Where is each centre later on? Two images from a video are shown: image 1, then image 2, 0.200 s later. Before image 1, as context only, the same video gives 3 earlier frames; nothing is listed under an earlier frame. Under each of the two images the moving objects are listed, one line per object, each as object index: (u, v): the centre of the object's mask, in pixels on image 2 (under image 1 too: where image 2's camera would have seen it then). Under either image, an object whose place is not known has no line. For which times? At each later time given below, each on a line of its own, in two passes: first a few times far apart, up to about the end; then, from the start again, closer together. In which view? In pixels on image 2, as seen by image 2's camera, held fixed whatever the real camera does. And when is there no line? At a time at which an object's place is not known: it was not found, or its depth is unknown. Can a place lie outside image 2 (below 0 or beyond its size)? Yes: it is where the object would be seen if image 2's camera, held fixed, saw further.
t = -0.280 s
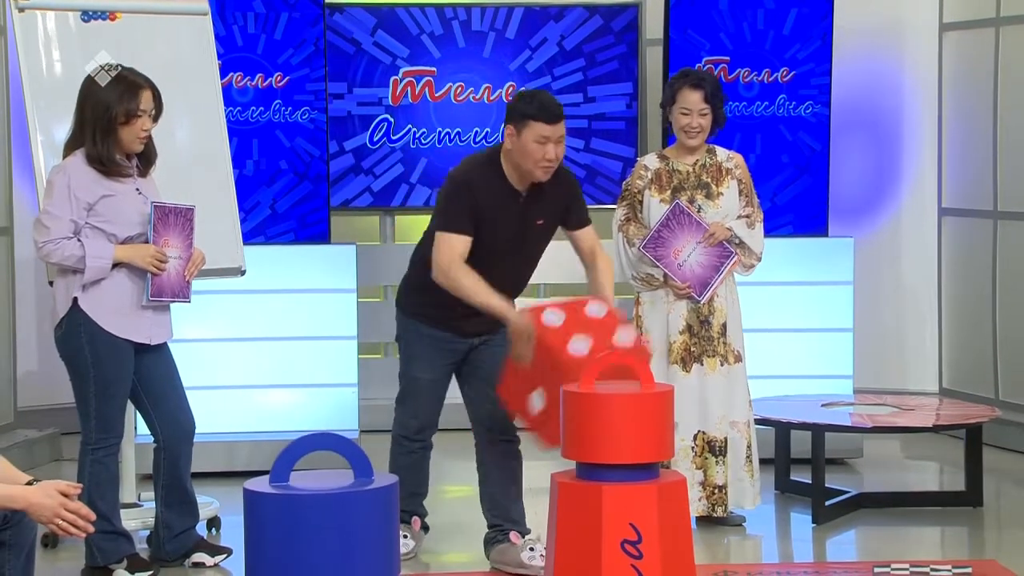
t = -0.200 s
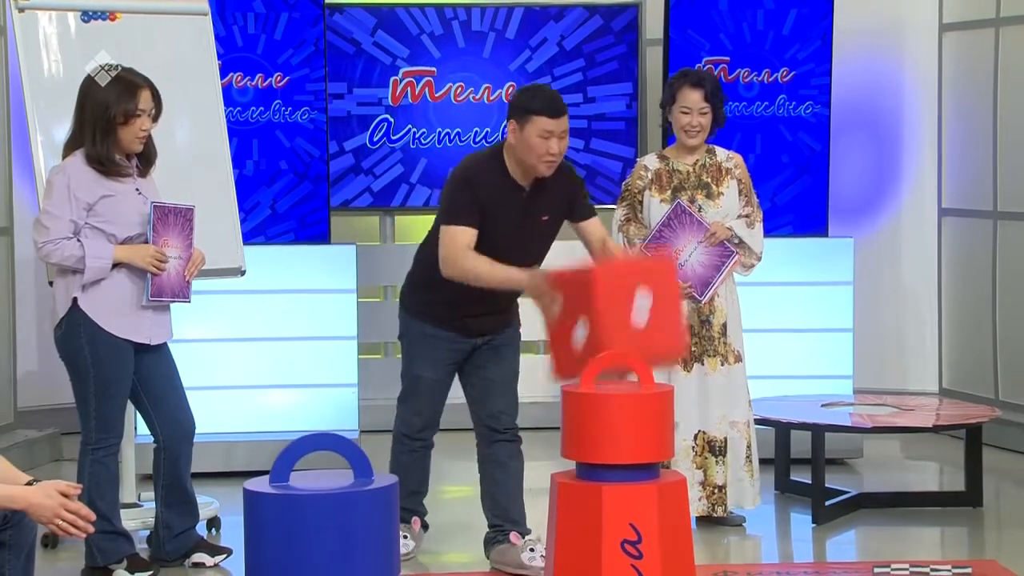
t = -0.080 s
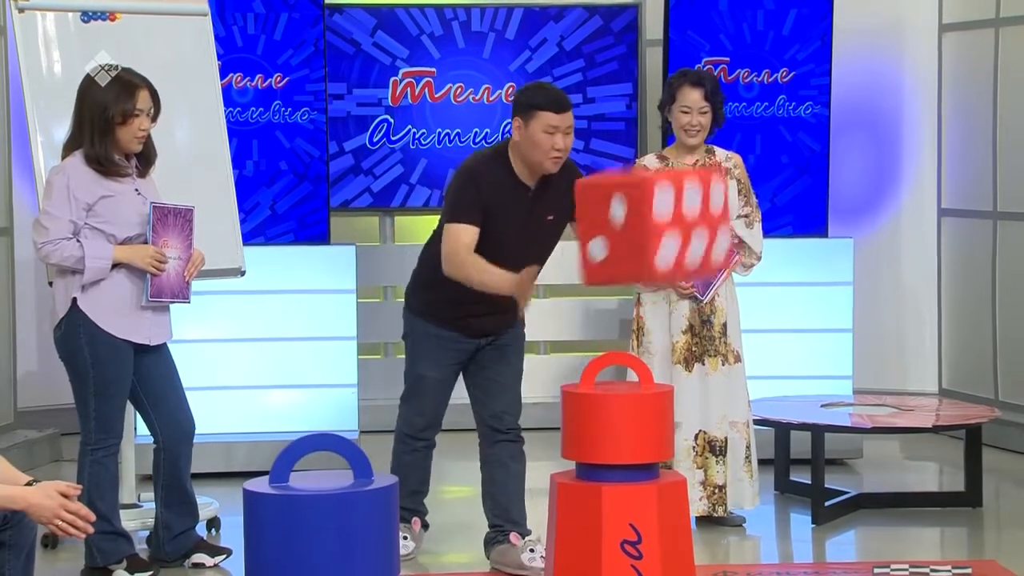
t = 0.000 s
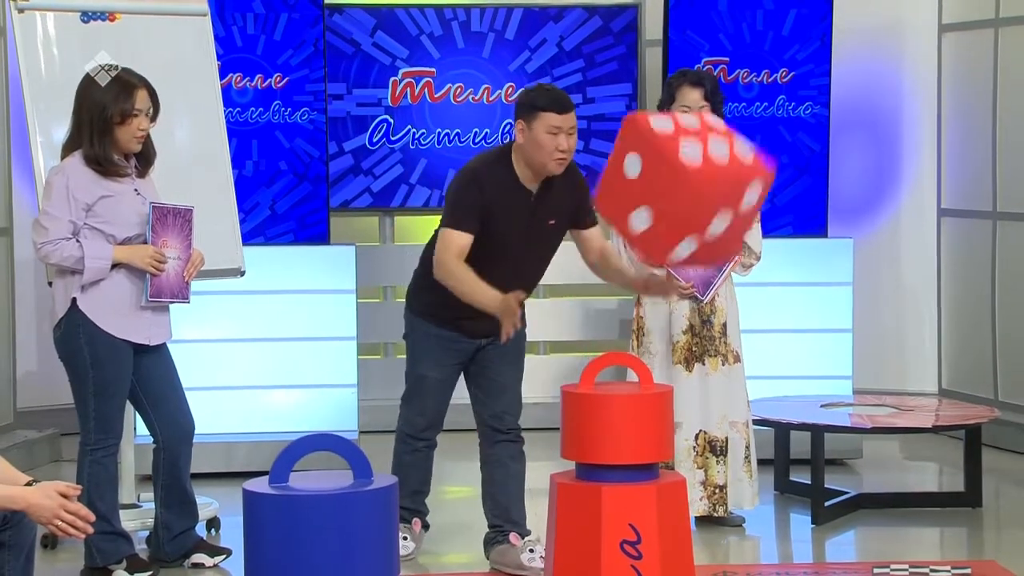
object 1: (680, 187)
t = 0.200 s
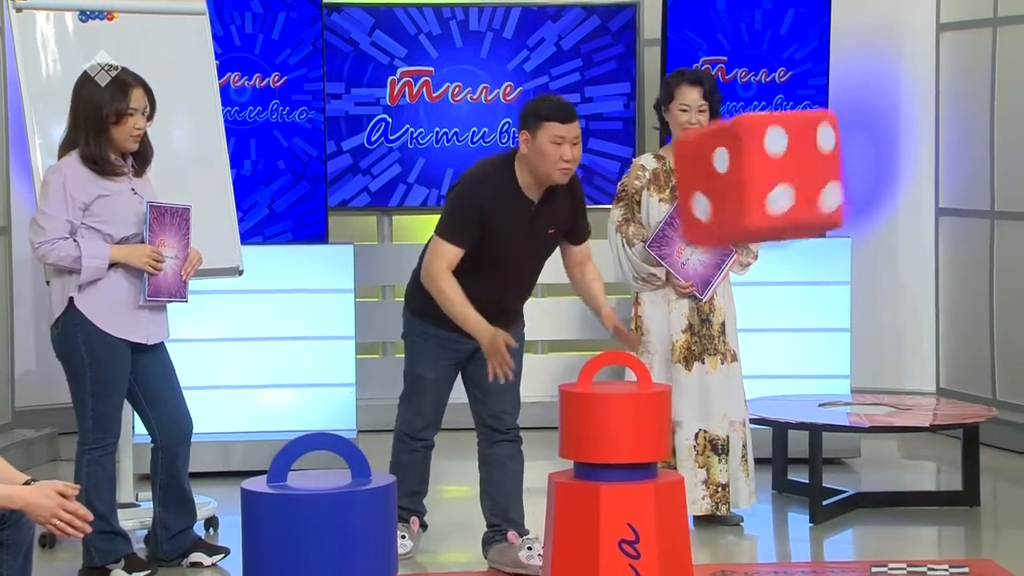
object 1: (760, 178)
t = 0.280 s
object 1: (793, 210)
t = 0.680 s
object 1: (946, 564)
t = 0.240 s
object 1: (776, 190)
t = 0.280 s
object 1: (793, 210)
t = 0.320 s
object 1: (812, 235)
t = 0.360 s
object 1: (829, 264)
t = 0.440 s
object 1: (871, 352)
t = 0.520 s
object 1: (906, 454)
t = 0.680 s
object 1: (946, 564)
